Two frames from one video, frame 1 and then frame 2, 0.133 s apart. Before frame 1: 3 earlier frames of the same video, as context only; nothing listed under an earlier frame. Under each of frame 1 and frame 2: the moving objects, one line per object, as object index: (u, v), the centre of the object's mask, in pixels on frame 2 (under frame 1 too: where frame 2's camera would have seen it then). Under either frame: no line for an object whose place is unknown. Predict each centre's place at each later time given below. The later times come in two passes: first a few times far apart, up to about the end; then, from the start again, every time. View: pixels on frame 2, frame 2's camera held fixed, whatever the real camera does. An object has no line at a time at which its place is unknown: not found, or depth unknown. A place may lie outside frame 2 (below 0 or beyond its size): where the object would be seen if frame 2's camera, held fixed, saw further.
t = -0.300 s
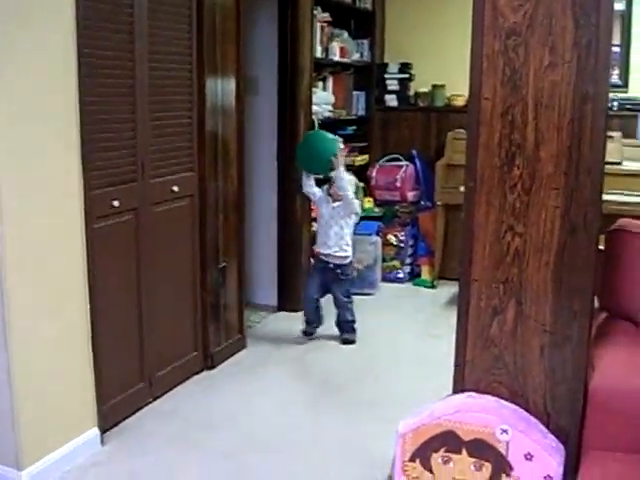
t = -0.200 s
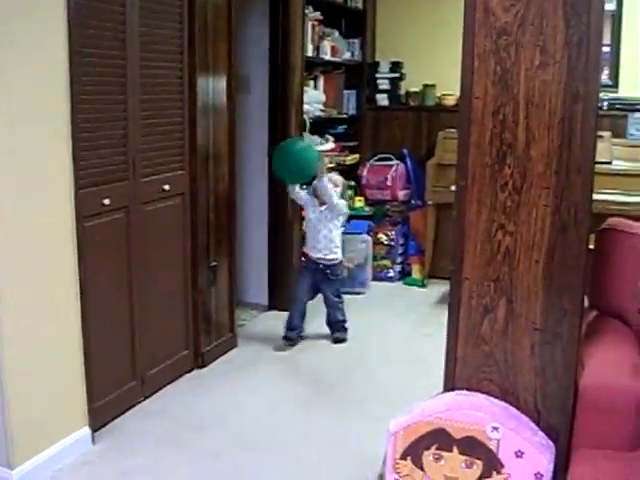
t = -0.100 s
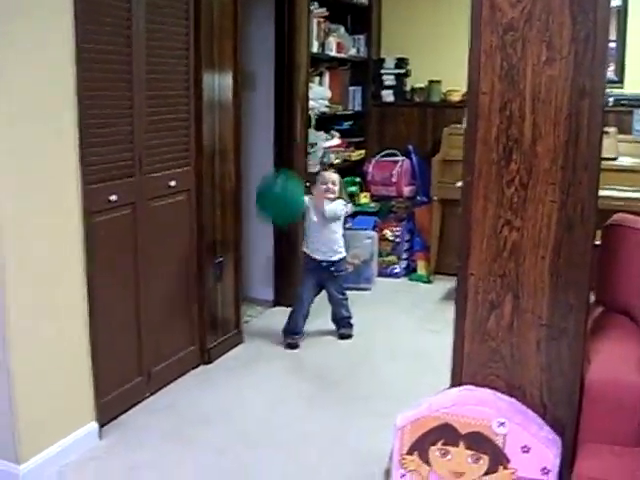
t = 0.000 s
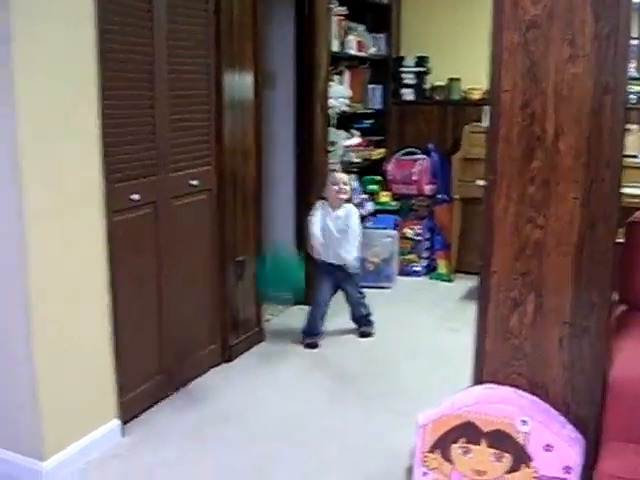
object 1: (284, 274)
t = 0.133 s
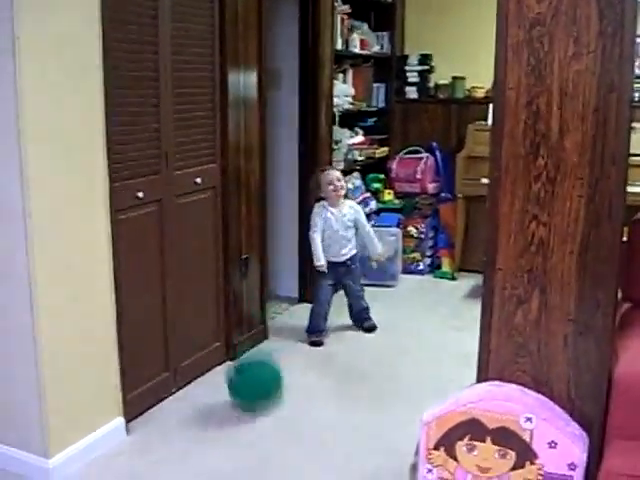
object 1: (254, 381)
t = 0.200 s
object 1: (242, 343)
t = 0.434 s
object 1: (197, 295)
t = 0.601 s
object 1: (161, 353)
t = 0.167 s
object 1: (248, 360)
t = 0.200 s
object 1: (242, 343)
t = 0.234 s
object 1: (236, 328)
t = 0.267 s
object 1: (231, 318)
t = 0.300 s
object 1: (223, 307)
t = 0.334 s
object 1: (217, 301)
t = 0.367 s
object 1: (210, 296)
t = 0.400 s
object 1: (203, 294)
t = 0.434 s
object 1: (197, 295)
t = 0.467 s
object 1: (189, 299)
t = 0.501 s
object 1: (182, 307)
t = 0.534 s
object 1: (175, 319)
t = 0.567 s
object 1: (168, 334)
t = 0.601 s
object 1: (161, 353)
